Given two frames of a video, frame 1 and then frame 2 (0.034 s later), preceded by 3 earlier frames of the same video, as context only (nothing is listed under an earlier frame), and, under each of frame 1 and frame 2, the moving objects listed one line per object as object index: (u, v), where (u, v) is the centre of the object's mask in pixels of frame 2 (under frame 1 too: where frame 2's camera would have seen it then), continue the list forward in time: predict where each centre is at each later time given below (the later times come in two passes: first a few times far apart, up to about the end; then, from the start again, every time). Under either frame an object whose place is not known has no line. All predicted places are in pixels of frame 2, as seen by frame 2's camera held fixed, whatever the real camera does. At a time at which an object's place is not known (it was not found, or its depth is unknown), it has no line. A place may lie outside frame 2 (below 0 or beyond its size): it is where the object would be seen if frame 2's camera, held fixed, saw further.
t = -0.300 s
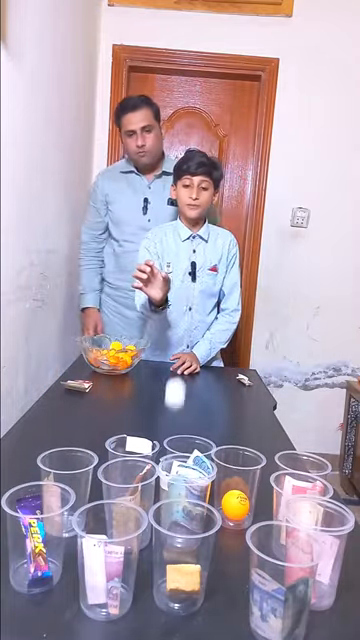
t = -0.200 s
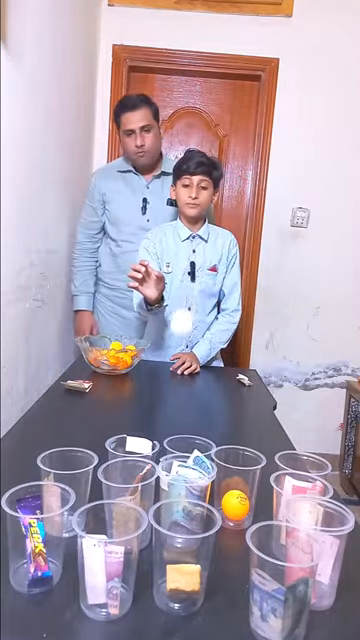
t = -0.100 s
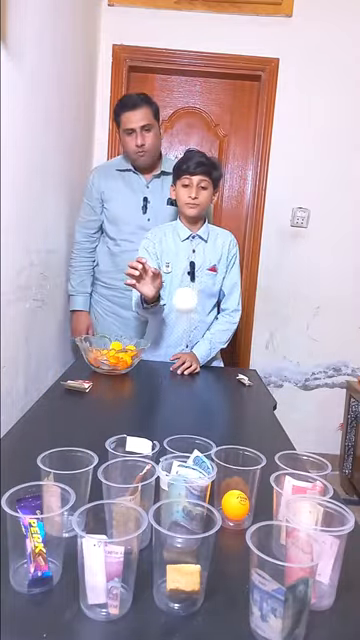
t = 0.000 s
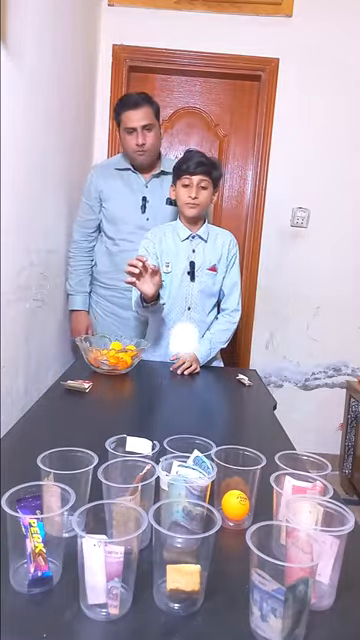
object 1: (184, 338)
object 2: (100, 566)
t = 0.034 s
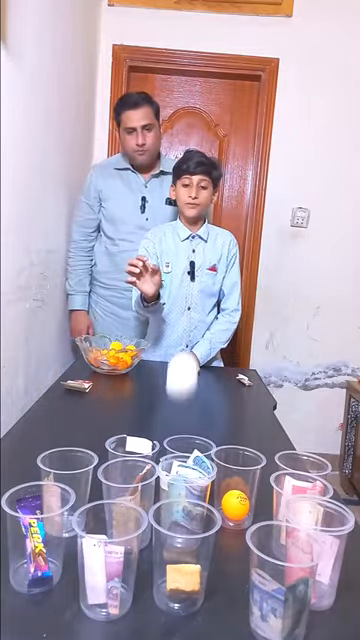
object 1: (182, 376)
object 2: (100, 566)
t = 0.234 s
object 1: (155, 385)
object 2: (100, 566)
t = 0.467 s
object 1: (103, 445)
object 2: (103, 552)
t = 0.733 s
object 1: (69, 454)
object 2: (108, 556)
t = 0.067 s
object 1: (179, 418)
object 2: (100, 566)
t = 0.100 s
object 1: (175, 472)
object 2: (100, 566)
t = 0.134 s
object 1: (170, 447)
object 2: (100, 566)
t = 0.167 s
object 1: (166, 418)
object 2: (100, 566)
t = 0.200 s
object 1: (162, 398)
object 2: (100, 566)
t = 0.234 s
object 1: (155, 385)
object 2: (100, 566)
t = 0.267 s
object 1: (148, 381)
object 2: (100, 566)
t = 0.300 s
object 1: (141, 387)
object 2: (100, 566)
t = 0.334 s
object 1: (133, 402)
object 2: (100, 566)
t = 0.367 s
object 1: (124, 425)
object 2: (100, 566)
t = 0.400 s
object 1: (114, 459)
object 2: (100, 566)
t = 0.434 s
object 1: (108, 472)
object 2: (100, 560)
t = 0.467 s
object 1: (103, 445)
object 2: (103, 552)
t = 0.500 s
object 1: (99, 433)
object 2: (105, 551)
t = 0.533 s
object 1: (94, 428)
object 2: (105, 551)
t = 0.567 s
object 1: (89, 431)
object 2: (107, 549)
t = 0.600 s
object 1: (83, 444)
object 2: (108, 549)
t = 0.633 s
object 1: (79, 456)
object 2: (108, 550)
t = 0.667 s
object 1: (76, 448)
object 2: (109, 551)
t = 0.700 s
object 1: (72, 447)
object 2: (109, 553)
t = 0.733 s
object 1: (69, 454)
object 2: (108, 556)
